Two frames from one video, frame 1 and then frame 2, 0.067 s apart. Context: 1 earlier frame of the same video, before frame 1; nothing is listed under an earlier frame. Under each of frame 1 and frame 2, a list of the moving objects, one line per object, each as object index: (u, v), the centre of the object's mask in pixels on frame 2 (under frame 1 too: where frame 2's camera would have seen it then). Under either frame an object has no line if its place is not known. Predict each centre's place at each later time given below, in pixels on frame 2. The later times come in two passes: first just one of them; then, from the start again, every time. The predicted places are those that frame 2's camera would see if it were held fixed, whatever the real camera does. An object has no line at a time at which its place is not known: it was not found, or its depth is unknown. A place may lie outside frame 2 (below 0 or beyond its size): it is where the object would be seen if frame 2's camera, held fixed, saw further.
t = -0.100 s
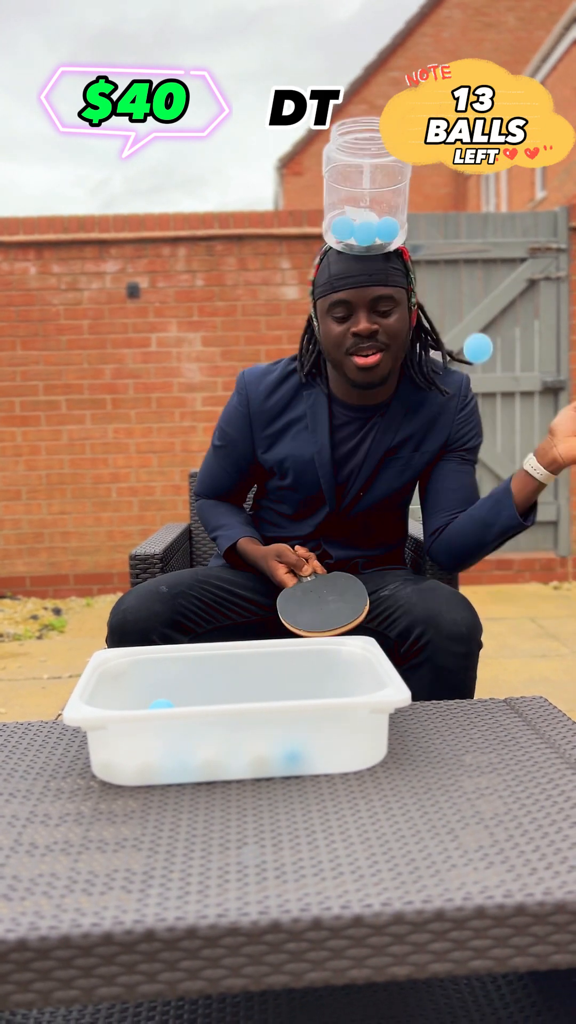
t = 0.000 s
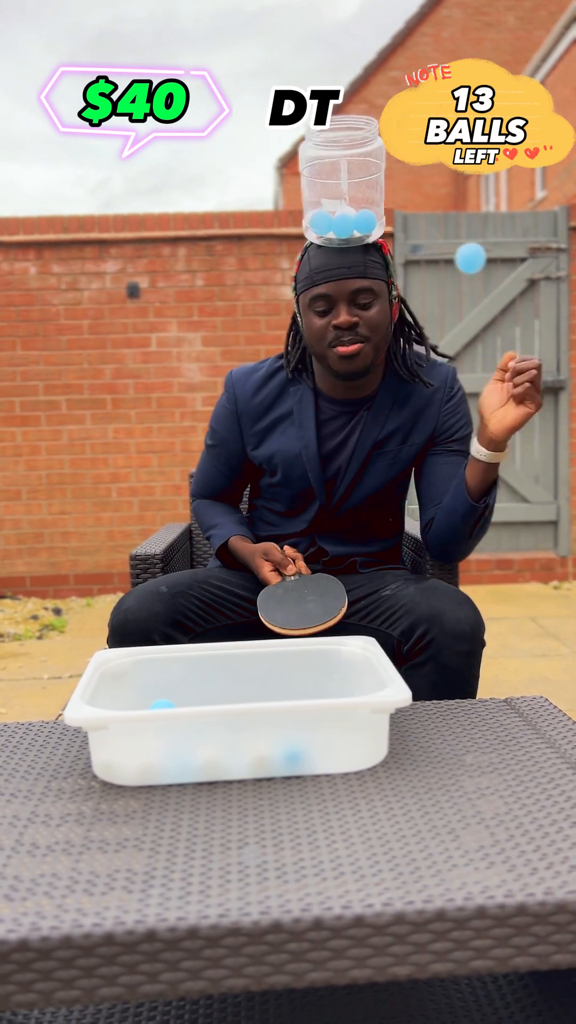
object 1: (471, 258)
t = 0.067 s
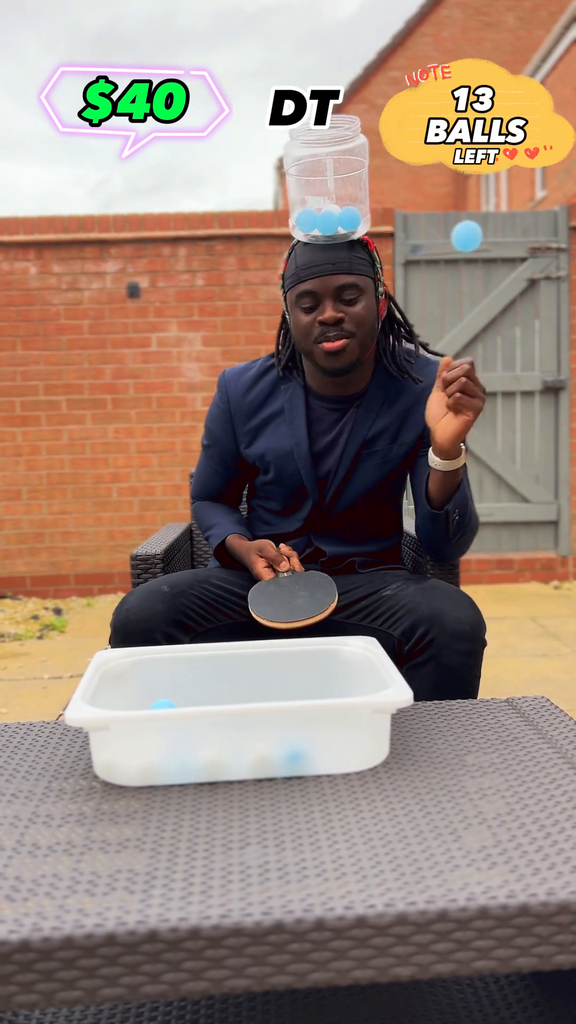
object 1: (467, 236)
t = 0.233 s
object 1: (458, 323)
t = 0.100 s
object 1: (465, 237)
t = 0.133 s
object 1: (463, 246)
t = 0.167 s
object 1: (461, 264)
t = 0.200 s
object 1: (459, 290)
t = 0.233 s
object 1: (458, 323)
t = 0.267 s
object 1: (457, 364)
